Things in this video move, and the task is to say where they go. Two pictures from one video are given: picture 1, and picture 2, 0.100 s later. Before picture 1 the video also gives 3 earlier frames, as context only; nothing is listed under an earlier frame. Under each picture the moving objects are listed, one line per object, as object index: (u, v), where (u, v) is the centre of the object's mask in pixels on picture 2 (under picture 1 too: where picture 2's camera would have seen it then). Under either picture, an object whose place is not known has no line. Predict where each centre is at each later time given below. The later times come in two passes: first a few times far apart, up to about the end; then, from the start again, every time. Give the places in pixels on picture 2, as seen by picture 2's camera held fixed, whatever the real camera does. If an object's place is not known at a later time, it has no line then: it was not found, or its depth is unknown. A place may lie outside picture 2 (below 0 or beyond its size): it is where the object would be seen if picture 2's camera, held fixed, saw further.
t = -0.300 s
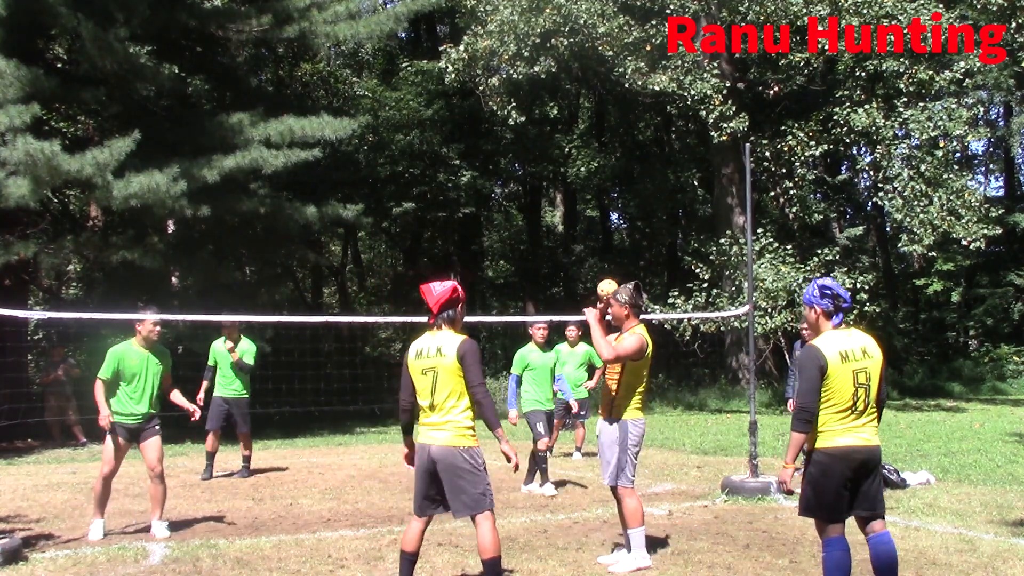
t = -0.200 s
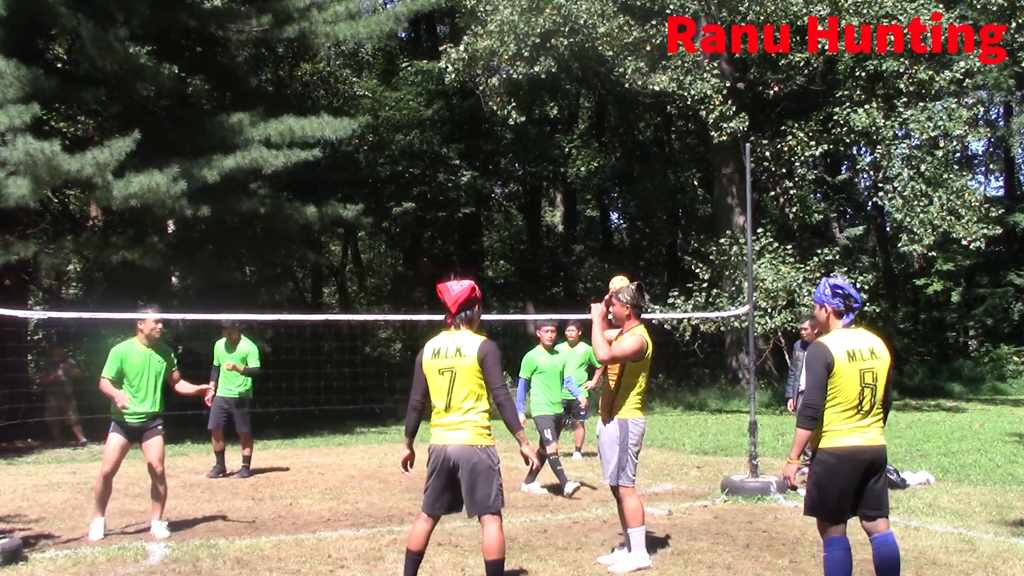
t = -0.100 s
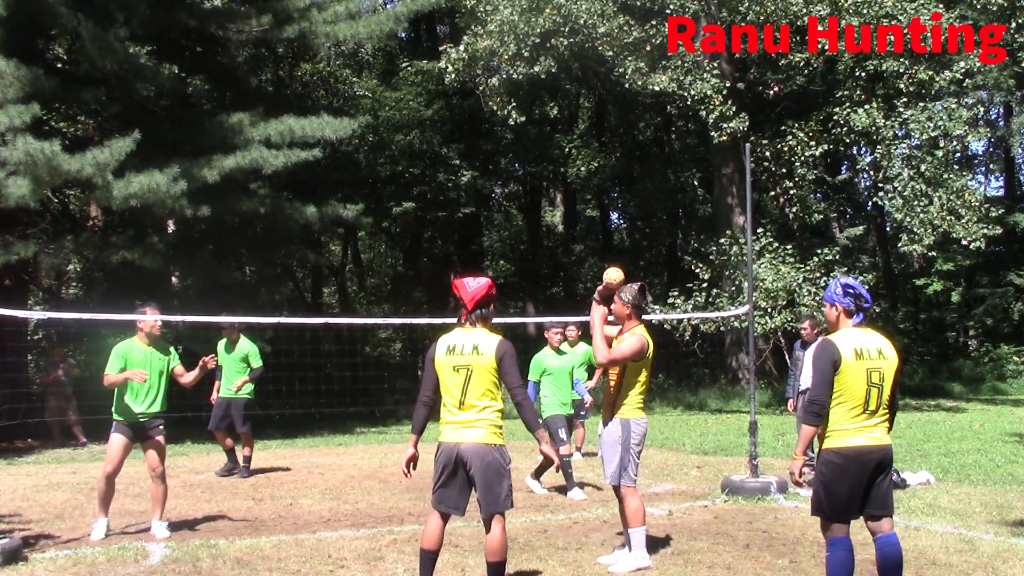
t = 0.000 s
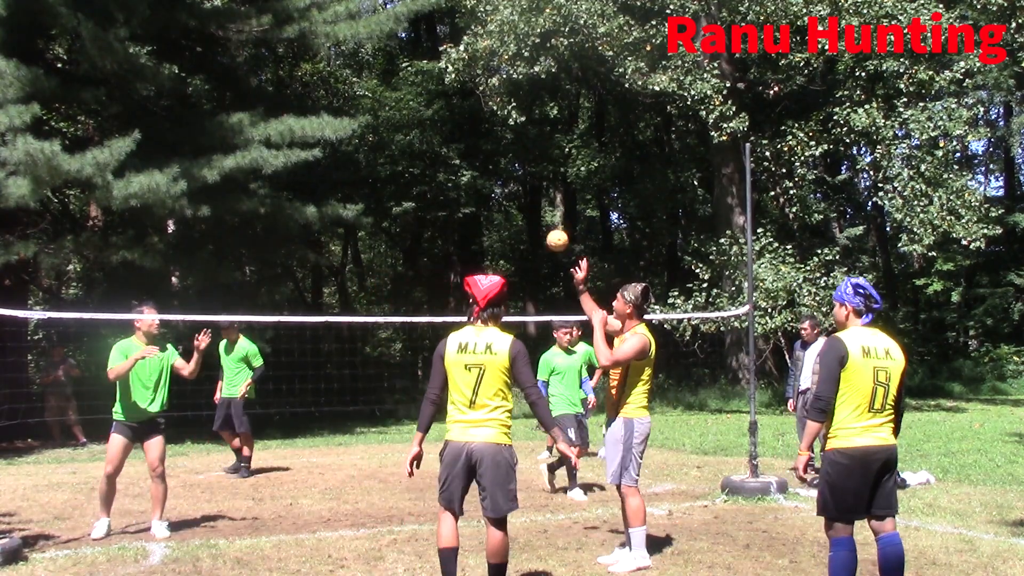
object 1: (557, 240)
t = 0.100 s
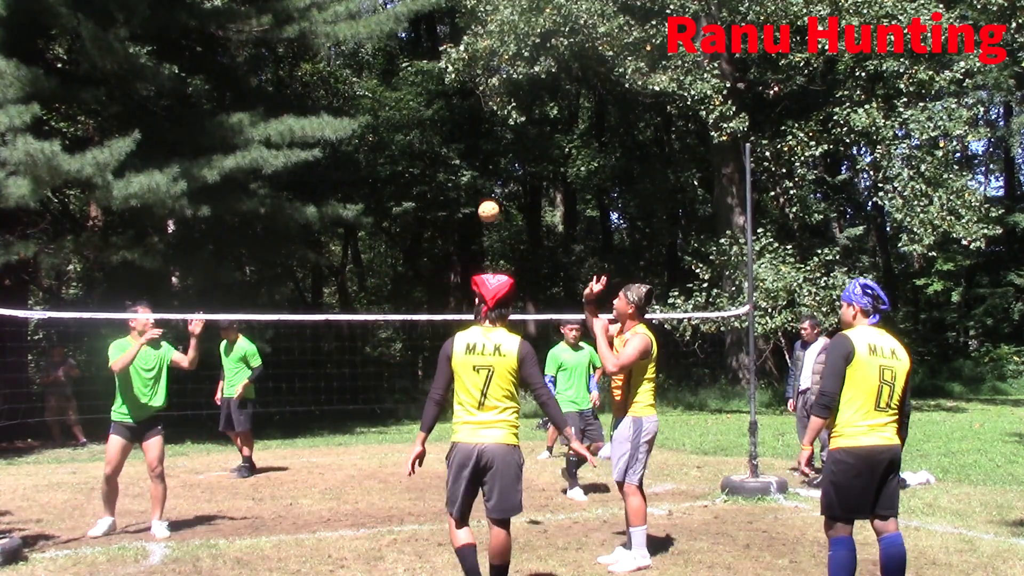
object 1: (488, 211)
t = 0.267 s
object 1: (380, 198)
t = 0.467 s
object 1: (260, 236)
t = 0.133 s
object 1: (466, 205)
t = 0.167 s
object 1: (444, 201)
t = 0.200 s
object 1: (423, 198)
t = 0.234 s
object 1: (401, 197)
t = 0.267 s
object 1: (380, 198)
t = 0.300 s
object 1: (360, 200)
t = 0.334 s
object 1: (339, 204)
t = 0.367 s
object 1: (319, 209)
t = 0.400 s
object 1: (299, 217)
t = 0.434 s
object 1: (280, 225)
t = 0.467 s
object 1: (260, 236)
